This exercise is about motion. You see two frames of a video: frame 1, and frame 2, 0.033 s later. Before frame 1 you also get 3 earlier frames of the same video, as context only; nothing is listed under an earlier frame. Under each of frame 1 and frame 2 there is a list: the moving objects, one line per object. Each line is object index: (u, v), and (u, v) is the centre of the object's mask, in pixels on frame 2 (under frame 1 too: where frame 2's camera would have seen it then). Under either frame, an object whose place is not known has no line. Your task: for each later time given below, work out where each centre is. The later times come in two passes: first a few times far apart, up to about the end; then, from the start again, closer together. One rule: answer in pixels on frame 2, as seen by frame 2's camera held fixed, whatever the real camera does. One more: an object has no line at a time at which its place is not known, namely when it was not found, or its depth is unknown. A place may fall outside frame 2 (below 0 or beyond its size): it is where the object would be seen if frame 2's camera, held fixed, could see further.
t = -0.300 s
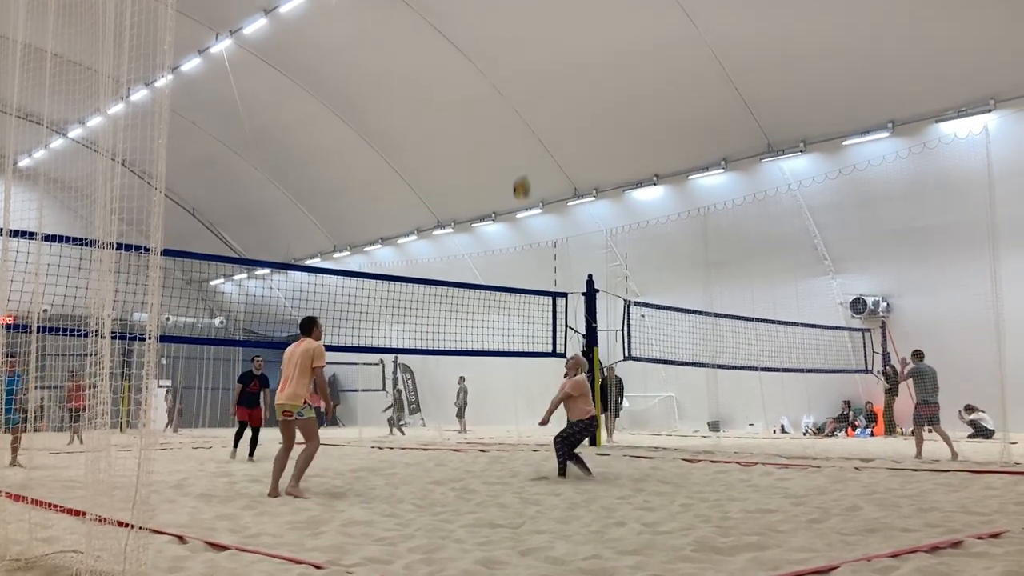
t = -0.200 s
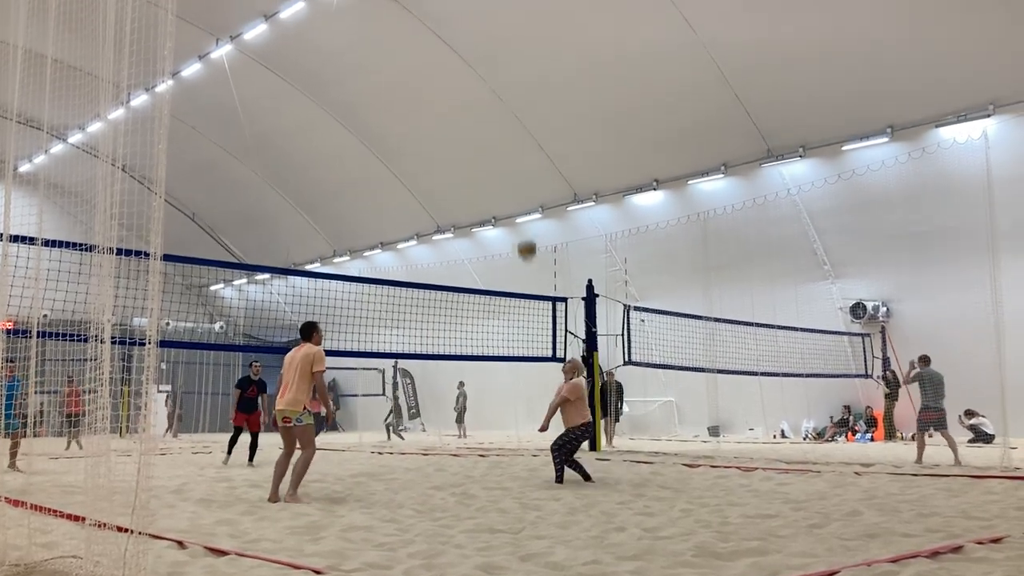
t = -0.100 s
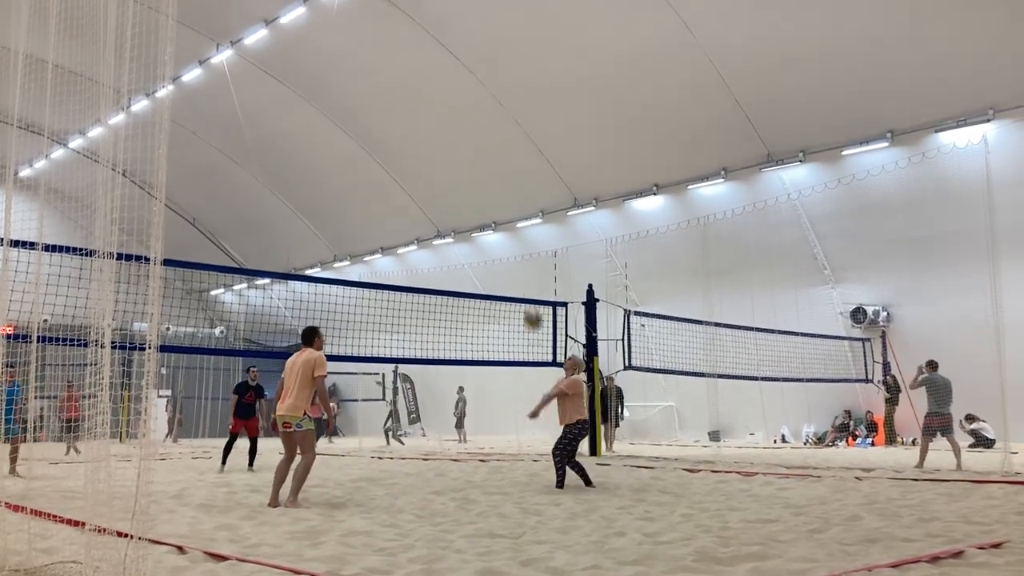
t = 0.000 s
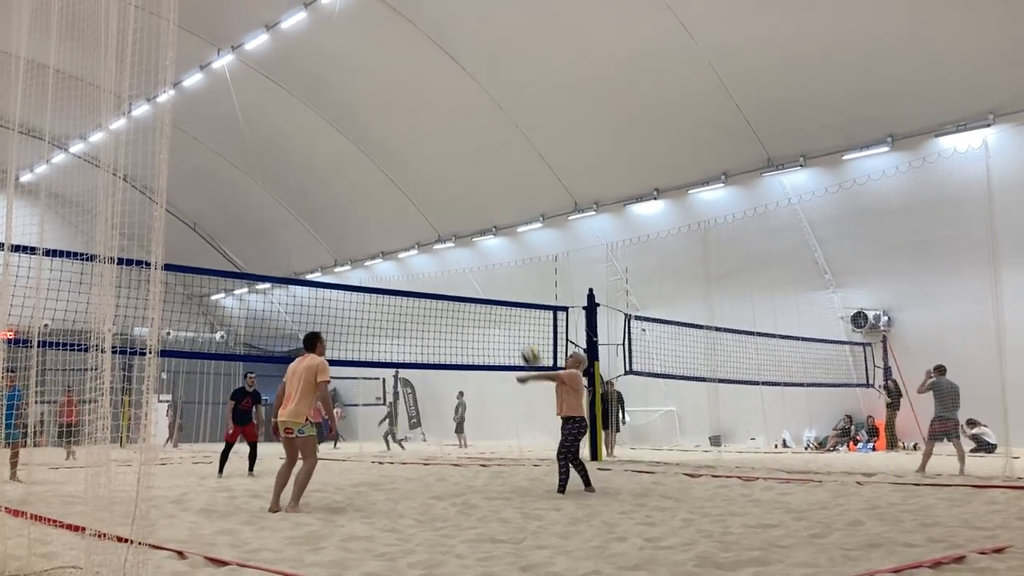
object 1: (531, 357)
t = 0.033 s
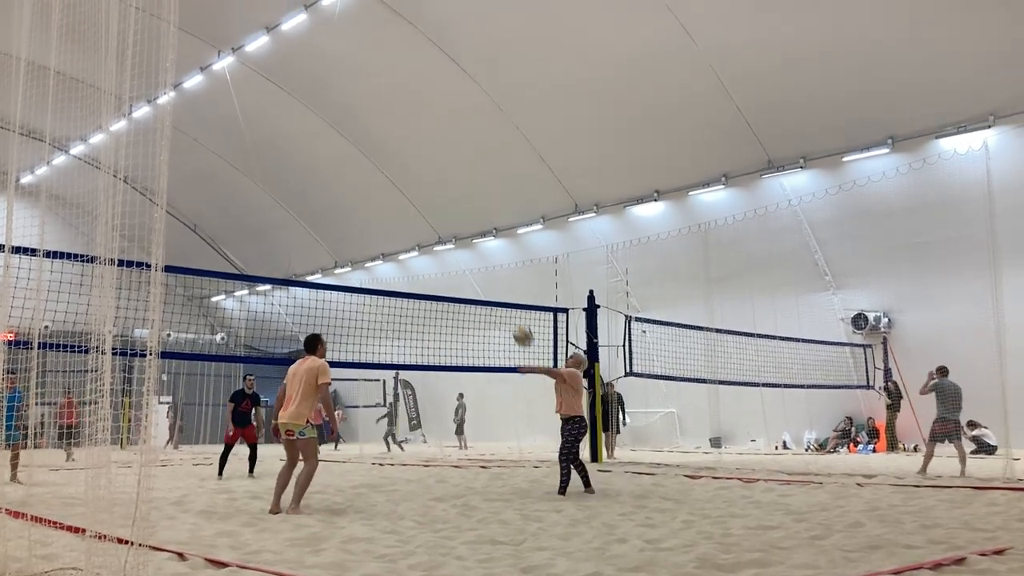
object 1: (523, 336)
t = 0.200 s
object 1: (483, 234)
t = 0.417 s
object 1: (434, 144)
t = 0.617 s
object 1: (388, 96)
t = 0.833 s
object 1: (337, 81)
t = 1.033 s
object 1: (290, 104)
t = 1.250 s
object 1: (237, 172)
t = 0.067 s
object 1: (515, 314)
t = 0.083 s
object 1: (511, 302)
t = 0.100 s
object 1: (507, 292)
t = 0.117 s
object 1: (503, 283)
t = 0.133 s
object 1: (500, 273)
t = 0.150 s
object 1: (496, 264)
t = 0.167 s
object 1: (492, 255)
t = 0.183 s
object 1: (488, 245)
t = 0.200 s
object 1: (483, 234)
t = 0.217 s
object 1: (480, 226)
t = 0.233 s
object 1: (476, 220)
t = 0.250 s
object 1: (472, 212)
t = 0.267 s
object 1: (469, 204)
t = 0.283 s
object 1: (464, 197)
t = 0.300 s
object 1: (461, 189)
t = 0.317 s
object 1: (457, 182)
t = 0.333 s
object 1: (453, 176)
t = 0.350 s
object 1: (449, 169)
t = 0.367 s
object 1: (445, 162)
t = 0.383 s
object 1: (442, 156)
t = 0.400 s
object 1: (437, 149)
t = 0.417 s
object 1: (434, 144)
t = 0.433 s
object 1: (430, 139)
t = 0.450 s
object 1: (426, 134)
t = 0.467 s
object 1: (422, 129)
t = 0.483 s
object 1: (418, 125)
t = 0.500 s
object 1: (414, 120)
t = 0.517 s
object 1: (411, 116)
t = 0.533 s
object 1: (407, 112)
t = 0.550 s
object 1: (402, 109)
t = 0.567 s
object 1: (399, 105)
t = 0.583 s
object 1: (395, 102)
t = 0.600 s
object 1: (392, 98)
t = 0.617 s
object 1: (388, 96)
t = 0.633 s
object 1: (384, 93)
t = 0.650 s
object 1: (381, 91)
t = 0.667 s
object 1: (376, 89)
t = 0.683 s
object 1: (372, 87)
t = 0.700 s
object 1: (369, 85)
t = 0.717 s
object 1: (365, 84)
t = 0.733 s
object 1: (361, 83)
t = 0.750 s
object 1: (358, 82)
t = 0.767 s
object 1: (353, 81)
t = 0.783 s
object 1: (349, 80)
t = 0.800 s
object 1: (345, 81)
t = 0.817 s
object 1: (341, 81)
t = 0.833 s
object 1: (337, 81)
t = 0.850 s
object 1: (333, 82)
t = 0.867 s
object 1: (329, 83)
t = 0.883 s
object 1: (325, 84)
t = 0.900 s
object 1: (321, 85)
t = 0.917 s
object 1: (317, 86)
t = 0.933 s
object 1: (313, 88)
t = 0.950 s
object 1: (309, 91)
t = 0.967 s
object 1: (306, 93)
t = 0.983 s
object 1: (302, 96)
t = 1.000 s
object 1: (298, 99)
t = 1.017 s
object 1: (294, 102)
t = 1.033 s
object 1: (290, 104)
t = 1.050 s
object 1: (286, 108)
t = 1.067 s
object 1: (282, 111)
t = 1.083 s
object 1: (278, 116)
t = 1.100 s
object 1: (274, 119)
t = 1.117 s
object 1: (270, 124)
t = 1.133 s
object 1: (265, 129)
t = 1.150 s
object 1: (262, 134)
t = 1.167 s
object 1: (257, 140)
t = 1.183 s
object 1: (253, 145)
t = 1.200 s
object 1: (250, 151)
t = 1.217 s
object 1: (245, 157)
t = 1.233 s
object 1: (241, 164)
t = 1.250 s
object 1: (237, 172)
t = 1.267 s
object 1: (233, 179)
